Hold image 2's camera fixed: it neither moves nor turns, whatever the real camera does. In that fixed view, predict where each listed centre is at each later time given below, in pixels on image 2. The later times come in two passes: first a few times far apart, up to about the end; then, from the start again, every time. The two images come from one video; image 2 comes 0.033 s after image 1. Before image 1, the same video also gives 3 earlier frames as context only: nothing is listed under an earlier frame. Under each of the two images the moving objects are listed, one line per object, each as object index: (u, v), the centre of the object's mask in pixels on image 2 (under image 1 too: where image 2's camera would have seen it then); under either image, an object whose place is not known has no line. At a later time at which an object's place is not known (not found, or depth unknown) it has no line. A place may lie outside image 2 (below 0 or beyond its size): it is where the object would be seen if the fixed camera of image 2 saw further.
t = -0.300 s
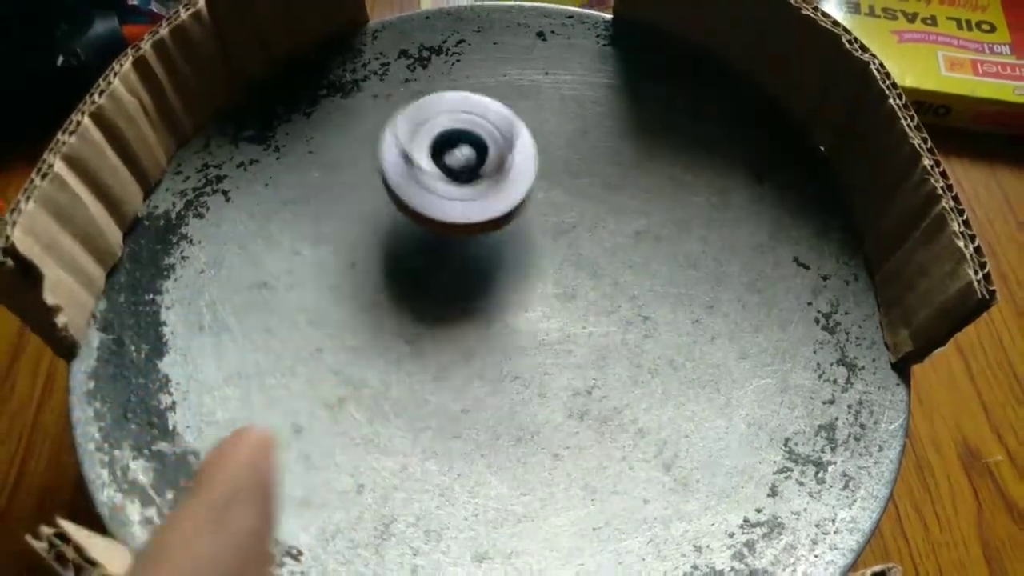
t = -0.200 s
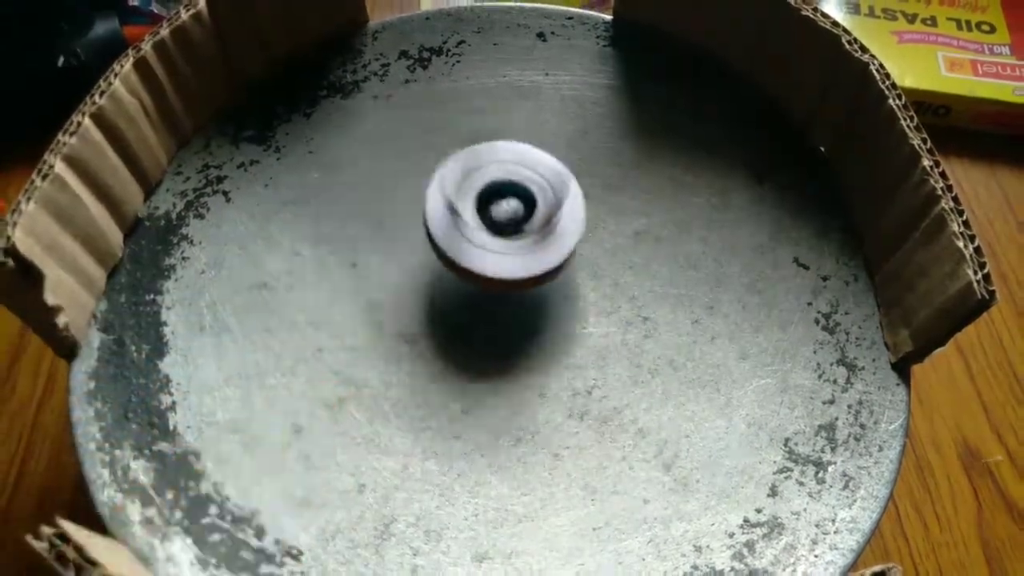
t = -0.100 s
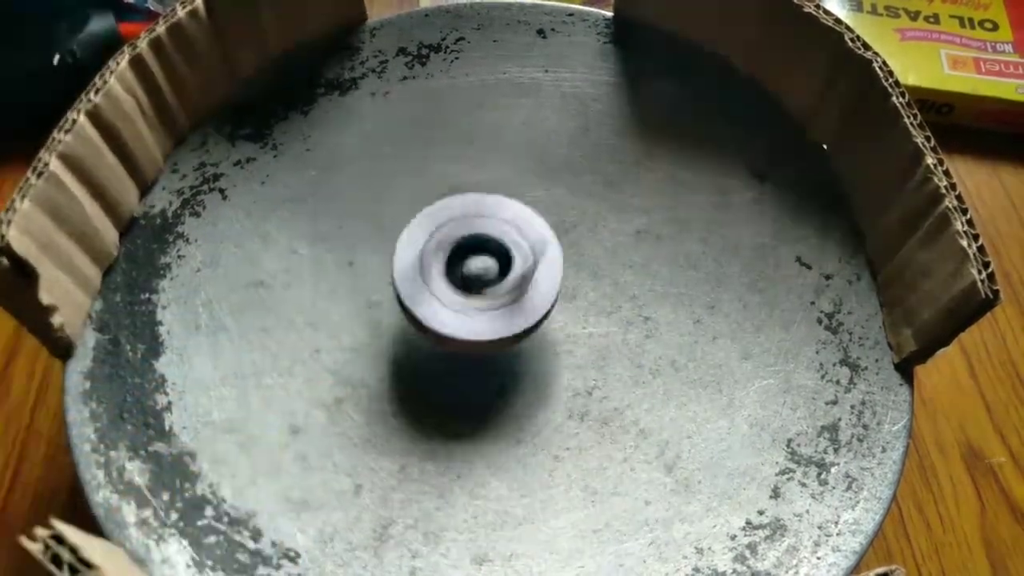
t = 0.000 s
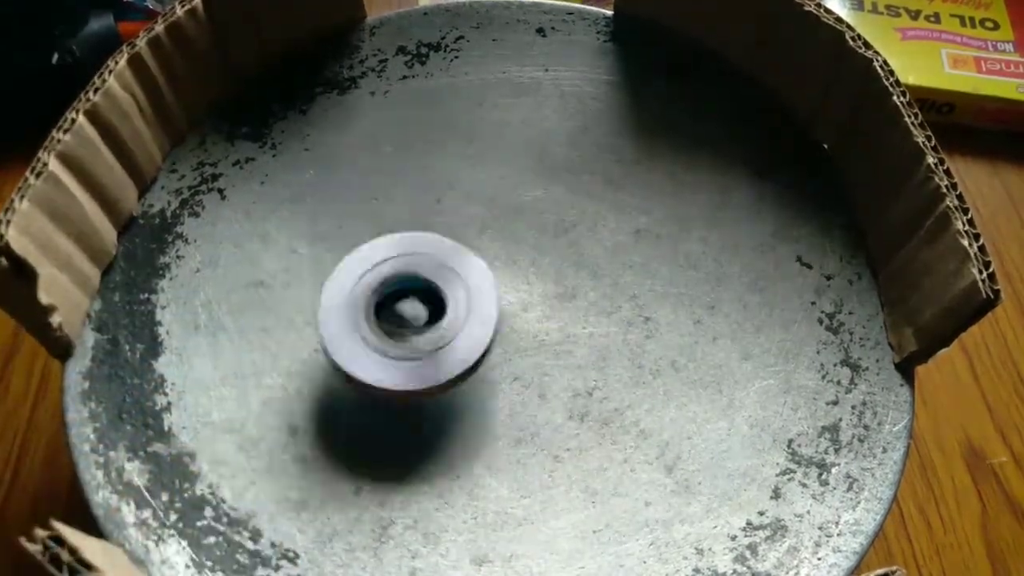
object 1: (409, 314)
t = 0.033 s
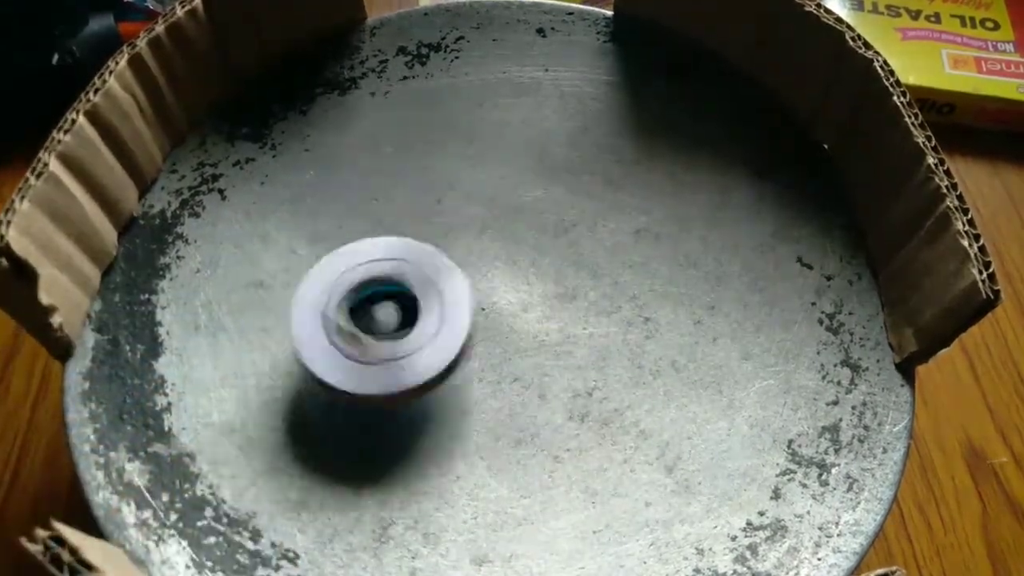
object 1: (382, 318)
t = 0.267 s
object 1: (314, 216)
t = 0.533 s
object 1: (496, 237)
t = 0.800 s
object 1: (446, 357)
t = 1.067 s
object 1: (388, 232)
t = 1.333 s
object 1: (539, 206)
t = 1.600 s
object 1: (478, 302)
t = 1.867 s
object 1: (360, 221)
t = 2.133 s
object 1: (463, 180)
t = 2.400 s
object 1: (458, 296)
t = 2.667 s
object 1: (335, 284)
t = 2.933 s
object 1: (428, 205)
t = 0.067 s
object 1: (356, 315)
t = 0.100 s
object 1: (331, 308)
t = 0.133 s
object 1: (312, 295)
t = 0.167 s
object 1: (300, 277)
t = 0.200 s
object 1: (297, 256)
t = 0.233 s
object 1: (302, 234)
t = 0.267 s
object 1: (314, 216)
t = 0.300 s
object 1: (331, 202)
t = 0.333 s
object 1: (353, 192)
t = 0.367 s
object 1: (379, 189)
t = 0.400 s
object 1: (404, 192)
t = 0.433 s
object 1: (431, 198)
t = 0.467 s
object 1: (457, 210)
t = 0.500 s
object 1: (479, 223)
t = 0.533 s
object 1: (496, 237)
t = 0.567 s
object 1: (506, 254)
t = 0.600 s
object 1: (510, 270)
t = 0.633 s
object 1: (513, 289)
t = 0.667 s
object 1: (513, 310)
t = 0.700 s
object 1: (505, 329)
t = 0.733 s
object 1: (491, 344)
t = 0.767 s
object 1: (471, 354)
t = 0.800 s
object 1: (446, 357)
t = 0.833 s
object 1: (423, 353)
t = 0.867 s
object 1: (403, 343)
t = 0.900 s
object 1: (387, 327)
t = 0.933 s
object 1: (375, 308)
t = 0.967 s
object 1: (368, 289)
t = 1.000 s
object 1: (370, 268)
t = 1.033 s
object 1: (378, 249)
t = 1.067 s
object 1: (388, 232)
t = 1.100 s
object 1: (400, 218)
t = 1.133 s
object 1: (416, 208)
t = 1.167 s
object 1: (435, 199)
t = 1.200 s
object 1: (456, 192)
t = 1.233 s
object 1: (478, 188)
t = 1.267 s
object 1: (499, 189)
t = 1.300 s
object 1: (520, 195)
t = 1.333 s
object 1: (539, 206)
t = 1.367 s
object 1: (552, 219)
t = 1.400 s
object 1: (559, 235)
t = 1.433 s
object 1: (561, 254)
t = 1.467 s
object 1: (553, 269)
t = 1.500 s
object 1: (540, 282)
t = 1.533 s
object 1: (519, 291)
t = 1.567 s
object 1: (498, 298)
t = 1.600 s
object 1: (478, 302)
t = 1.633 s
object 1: (455, 304)
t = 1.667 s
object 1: (434, 299)
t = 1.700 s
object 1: (414, 292)
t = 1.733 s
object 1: (396, 282)
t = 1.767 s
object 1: (380, 269)
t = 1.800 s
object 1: (370, 254)
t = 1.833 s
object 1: (364, 236)
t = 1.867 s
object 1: (360, 221)
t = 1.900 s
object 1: (362, 205)
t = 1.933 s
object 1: (370, 191)
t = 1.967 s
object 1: (378, 180)
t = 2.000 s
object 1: (393, 172)
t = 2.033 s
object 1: (411, 167)
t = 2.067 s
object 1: (427, 168)
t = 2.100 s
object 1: (446, 172)
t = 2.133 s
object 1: (463, 180)
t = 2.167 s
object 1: (477, 192)
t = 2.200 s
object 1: (488, 206)
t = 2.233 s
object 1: (495, 221)
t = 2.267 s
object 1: (494, 239)
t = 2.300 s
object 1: (489, 254)
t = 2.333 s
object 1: (481, 268)
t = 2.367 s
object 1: (468, 282)
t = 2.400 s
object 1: (458, 296)
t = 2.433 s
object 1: (444, 308)
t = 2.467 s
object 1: (424, 316)
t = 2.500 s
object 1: (407, 322)
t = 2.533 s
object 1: (389, 322)
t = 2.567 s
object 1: (370, 318)
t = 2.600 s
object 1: (354, 311)
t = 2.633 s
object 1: (340, 300)
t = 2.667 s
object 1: (335, 284)
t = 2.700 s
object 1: (335, 268)
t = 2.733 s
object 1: (339, 254)
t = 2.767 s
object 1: (350, 239)
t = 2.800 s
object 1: (360, 228)
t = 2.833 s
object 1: (375, 217)
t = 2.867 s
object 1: (391, 212)
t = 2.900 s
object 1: (407, 207)
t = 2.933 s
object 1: (428, 205)
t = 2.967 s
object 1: (444, 205)
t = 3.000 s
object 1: (465, 205)
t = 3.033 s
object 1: (481, 209)
